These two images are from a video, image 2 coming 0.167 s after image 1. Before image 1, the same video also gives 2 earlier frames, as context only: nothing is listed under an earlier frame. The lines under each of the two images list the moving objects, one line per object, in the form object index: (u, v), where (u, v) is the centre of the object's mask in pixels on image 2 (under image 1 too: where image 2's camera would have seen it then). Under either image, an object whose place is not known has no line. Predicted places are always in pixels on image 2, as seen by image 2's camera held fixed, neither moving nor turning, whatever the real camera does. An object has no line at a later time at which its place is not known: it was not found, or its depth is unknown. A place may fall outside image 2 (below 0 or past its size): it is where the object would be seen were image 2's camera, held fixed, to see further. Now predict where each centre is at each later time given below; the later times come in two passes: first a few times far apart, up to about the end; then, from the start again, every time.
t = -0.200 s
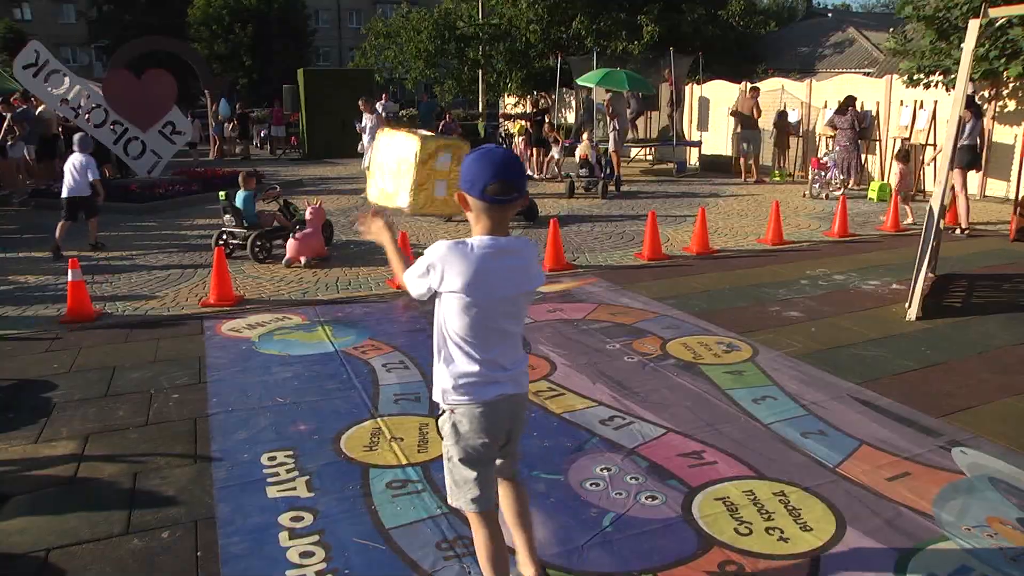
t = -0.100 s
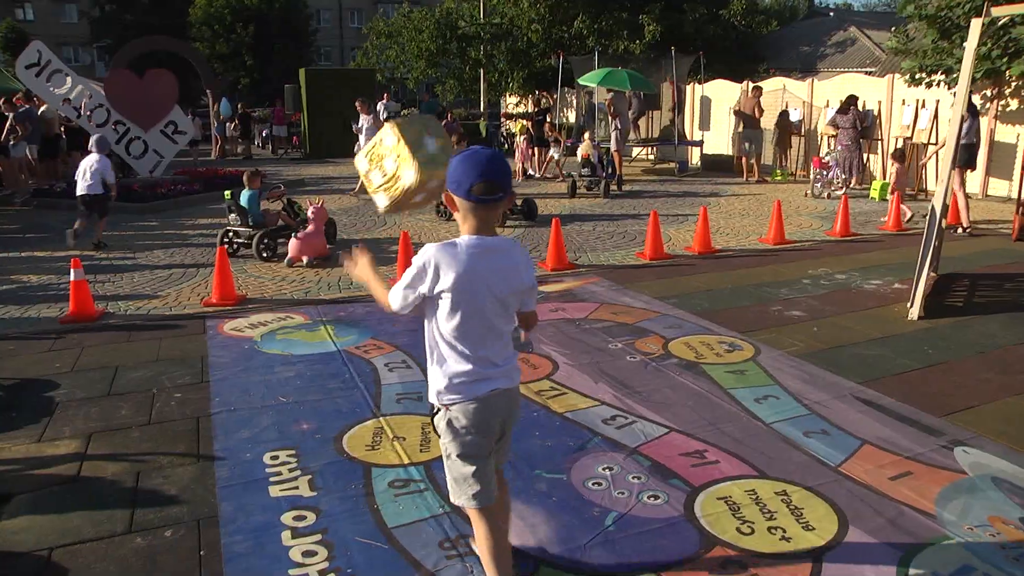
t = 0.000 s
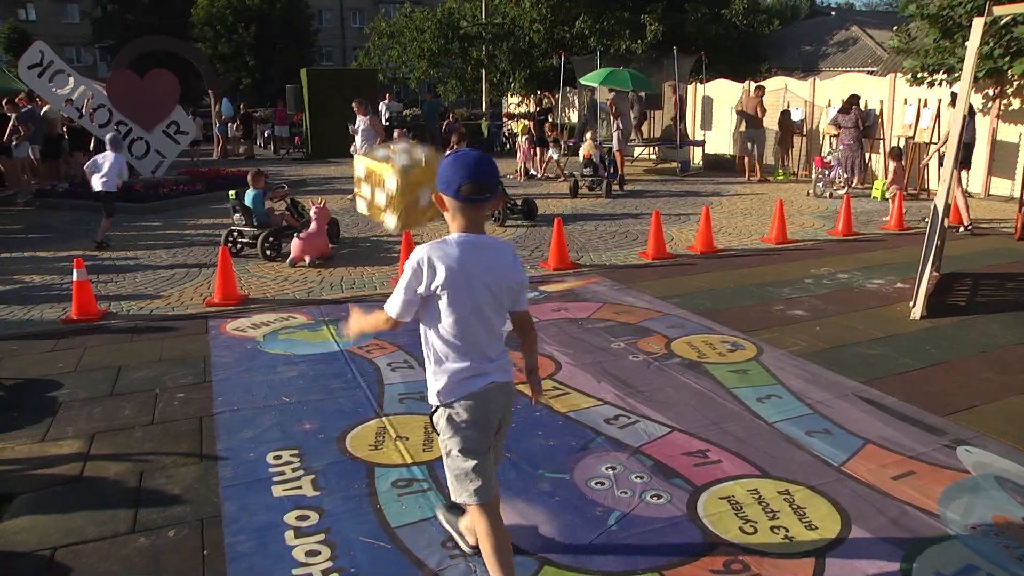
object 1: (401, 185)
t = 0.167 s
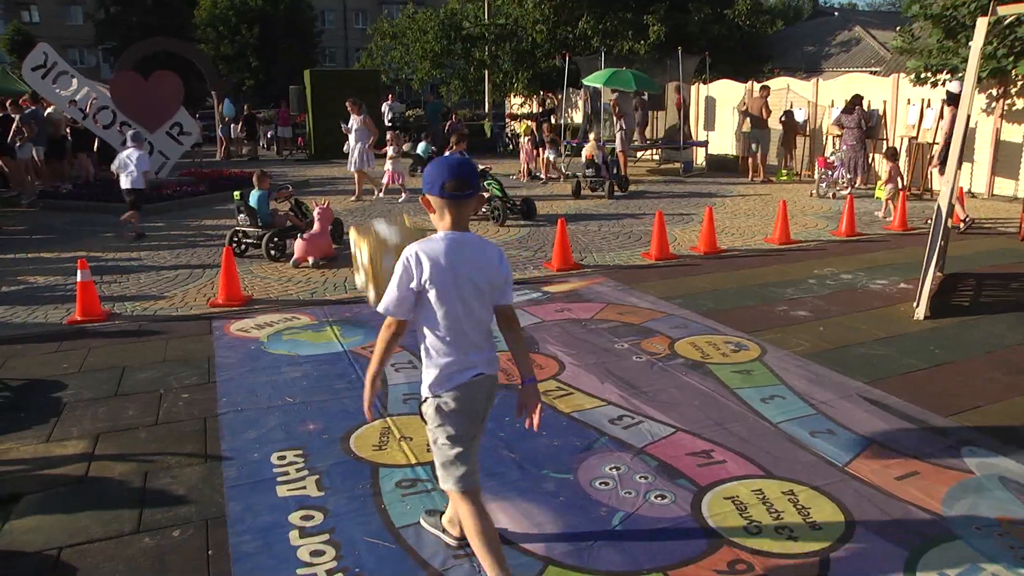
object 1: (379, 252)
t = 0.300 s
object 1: (366, 352)
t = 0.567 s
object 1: (341, 403)
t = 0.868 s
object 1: (295, 410)
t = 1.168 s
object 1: (292, 409)
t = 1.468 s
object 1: (297, 407)
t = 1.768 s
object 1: (297, 407)
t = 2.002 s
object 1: (297, 407)
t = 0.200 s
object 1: (371, 275)
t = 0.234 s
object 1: (368, 302)
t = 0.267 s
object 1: (367, 329)
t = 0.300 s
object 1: (366, 352)
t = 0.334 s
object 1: (367, 383)
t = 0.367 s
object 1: (369, 412)
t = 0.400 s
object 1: (368, 422)
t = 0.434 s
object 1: (364, 418)
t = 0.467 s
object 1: (359, 410)
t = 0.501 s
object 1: (354, 407)
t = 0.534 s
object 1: (347, 404)
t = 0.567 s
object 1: (341, 403)
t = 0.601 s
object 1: (335, 404)
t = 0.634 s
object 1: (329, 408)
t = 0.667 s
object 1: (323, 414)
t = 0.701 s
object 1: (317, 418)
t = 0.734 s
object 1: (311, 421)
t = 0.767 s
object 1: (306, 418)
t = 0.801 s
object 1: (302, 414)
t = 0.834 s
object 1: (299, 411)
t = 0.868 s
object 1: (295, 410)
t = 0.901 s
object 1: (292, 409)
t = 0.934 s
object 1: (290, 407)
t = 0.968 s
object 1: (289, 406)
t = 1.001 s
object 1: (289, 406)
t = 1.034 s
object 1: (289, 406)
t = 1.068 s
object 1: (289, 406)
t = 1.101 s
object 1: (289, 406)
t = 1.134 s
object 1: (290, 408)
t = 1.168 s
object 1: (292, 409)
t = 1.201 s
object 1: (293, 410)
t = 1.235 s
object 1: (294, 407)
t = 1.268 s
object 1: (295, 405)
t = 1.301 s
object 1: (297, 405)
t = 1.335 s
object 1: (297, 406)
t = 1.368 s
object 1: (297, 406)
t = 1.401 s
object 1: (297, 406)
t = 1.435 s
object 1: (297, 407)
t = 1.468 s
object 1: (297, 407)
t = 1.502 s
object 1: (297, 407)
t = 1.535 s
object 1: (297, 407)
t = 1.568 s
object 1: (297, 407)
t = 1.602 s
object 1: (297, 407)
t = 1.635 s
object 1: (297, 407)
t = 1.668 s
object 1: (297, 407)
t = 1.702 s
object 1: (297, 407)
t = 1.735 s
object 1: (297, 407)
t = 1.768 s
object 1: (297, 407)
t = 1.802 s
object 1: (297, 407)
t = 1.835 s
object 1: (297, 407)
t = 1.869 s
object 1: (297, 406)
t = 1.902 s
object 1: (297, 407)
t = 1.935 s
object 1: (297, 407)
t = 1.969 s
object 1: (297, 407)
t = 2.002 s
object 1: (297, 407)
